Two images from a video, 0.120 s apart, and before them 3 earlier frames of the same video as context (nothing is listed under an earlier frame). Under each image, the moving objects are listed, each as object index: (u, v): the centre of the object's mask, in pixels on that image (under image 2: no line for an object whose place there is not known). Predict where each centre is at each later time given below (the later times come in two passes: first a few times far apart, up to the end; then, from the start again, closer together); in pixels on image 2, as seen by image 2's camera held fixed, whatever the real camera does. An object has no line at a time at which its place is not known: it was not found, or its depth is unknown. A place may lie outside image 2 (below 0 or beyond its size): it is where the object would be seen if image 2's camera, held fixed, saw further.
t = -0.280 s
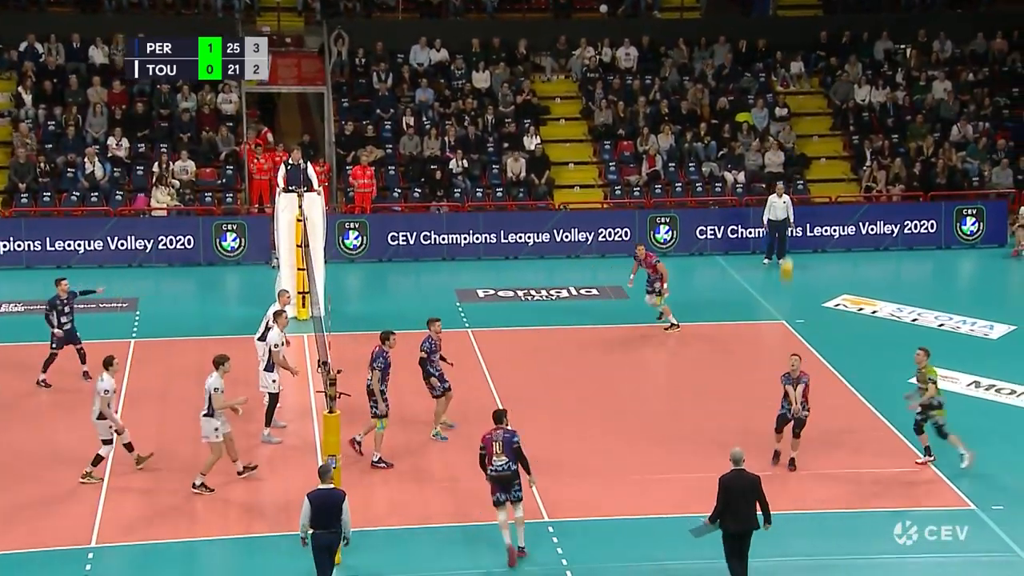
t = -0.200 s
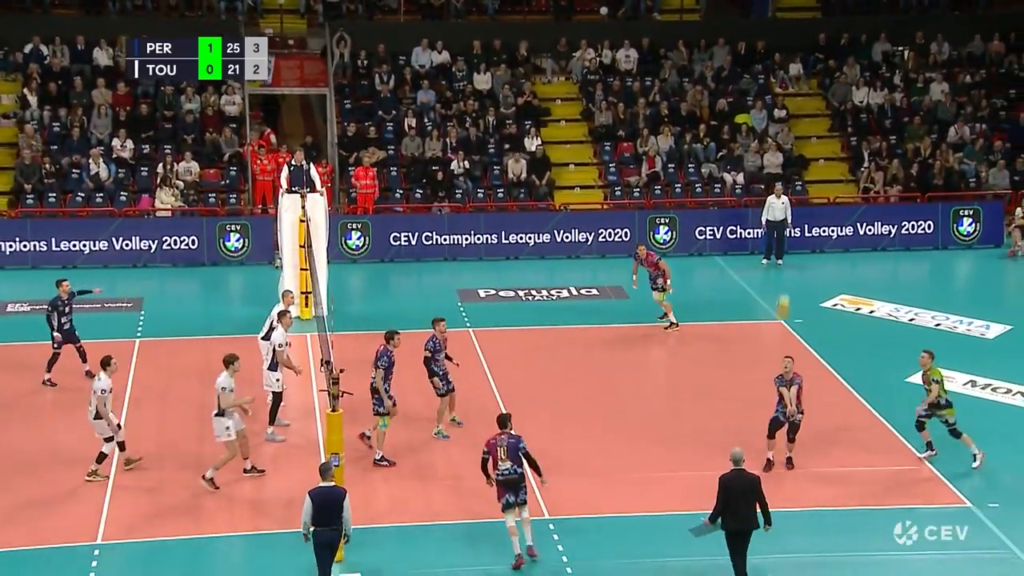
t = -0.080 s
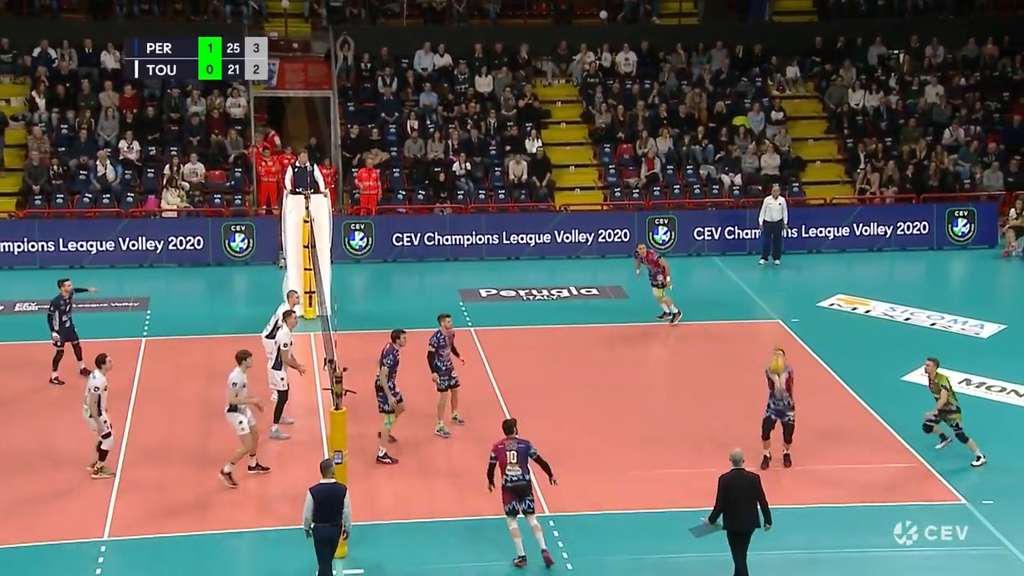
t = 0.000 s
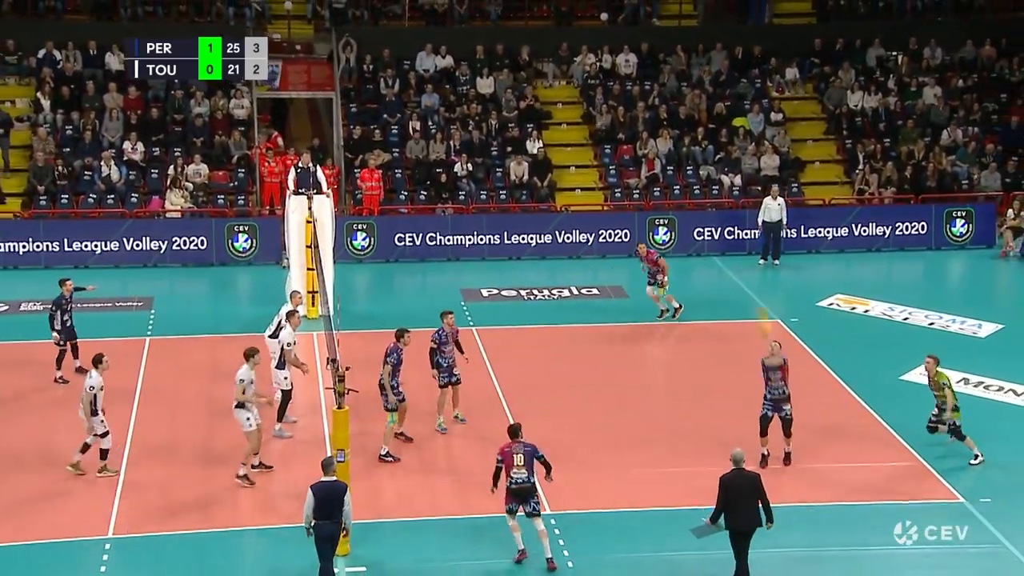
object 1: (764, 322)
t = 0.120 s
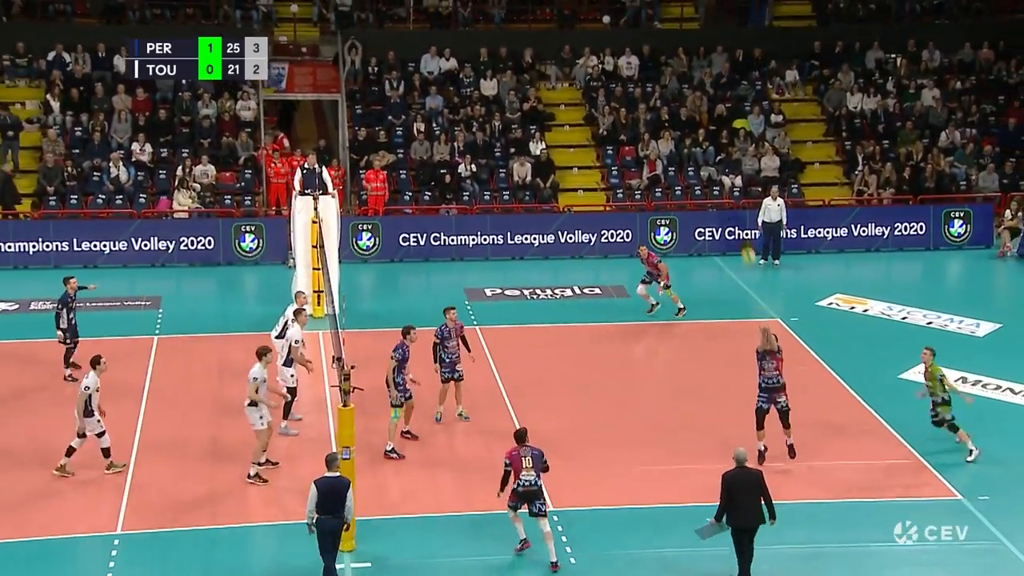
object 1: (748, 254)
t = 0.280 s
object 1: (724, 177)
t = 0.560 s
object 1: (680, 79)
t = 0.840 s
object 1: (632, 35)
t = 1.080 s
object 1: (590, 41)
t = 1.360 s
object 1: (542, 97)
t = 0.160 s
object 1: (742, 231)
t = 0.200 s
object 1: (737, 215)
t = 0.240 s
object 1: (731, 195)
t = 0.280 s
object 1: (724, 177)
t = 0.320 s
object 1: (719, 160)
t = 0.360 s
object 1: (712, 143)
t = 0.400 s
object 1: (706, 129)
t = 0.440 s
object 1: (700, 115)
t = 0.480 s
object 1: (693, 101)
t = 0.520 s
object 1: (687, 89)
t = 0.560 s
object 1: (680, 79)
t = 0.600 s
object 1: (674, 70)
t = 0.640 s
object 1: (667, 61)
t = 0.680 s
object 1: (660, 54)
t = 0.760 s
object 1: (646, 43)
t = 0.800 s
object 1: (639, 38)
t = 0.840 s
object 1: (632, 35)
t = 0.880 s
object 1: (625, 33)
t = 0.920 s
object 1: (618, 33)
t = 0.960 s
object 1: (612, 33)
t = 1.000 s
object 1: (604, 35)
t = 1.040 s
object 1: (597, 38)
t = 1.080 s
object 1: (590, 41)
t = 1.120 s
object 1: (583, 47)
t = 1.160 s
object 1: (576, 53)
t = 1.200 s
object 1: (569, 59)
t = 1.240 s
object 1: (562, 68)
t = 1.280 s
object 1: (555, 77)
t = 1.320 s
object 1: (548, 86)
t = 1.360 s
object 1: (542, 97)
